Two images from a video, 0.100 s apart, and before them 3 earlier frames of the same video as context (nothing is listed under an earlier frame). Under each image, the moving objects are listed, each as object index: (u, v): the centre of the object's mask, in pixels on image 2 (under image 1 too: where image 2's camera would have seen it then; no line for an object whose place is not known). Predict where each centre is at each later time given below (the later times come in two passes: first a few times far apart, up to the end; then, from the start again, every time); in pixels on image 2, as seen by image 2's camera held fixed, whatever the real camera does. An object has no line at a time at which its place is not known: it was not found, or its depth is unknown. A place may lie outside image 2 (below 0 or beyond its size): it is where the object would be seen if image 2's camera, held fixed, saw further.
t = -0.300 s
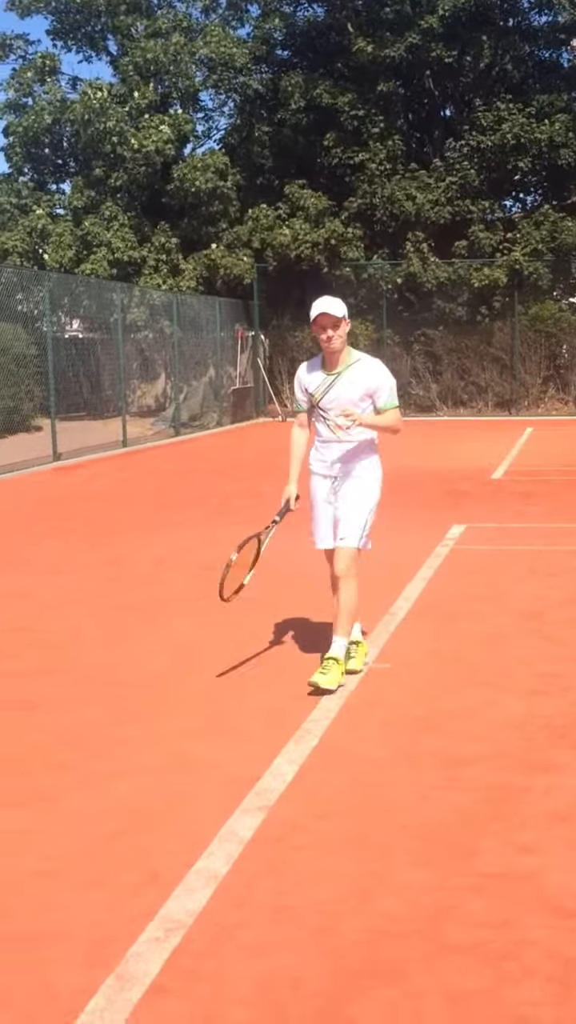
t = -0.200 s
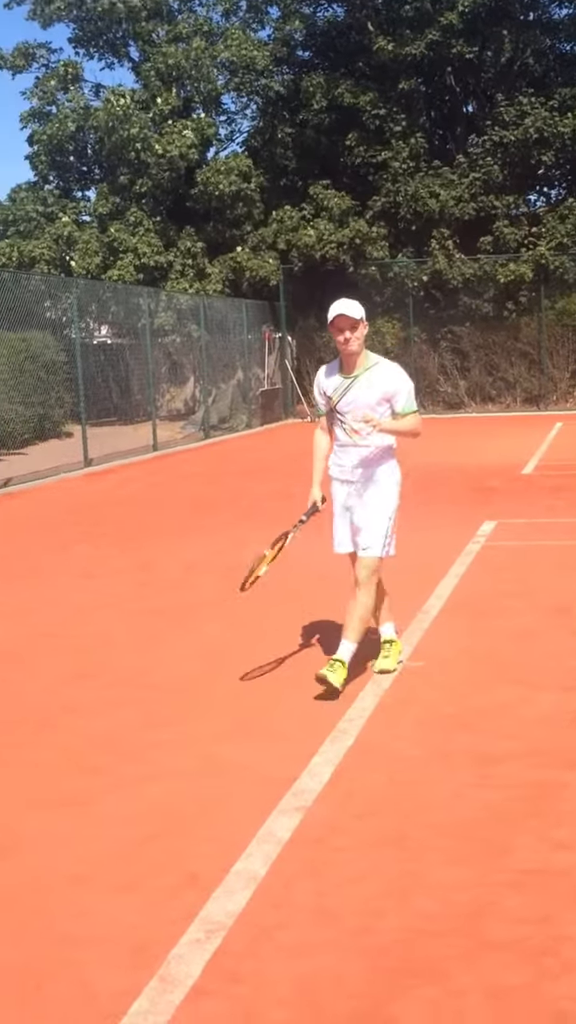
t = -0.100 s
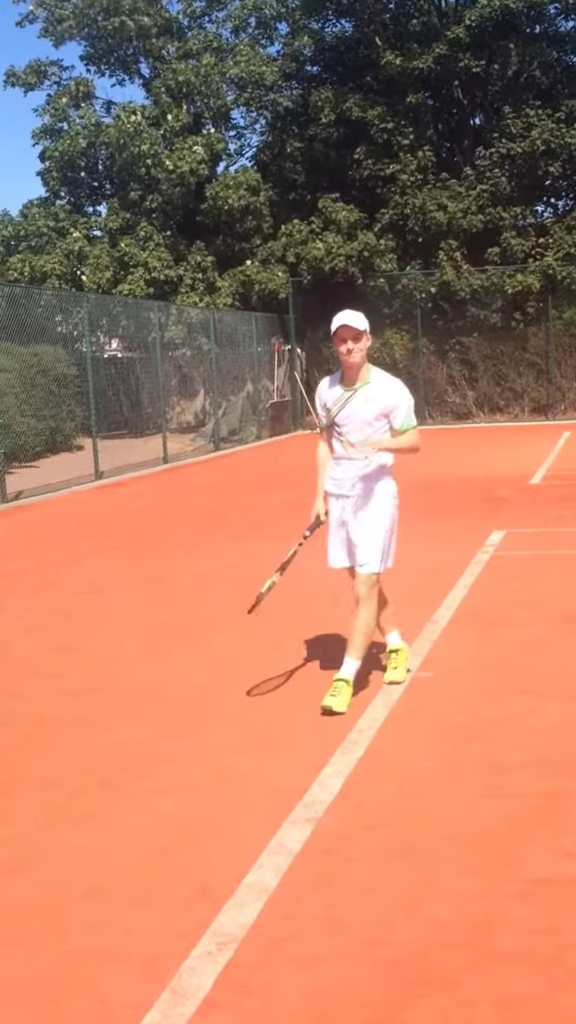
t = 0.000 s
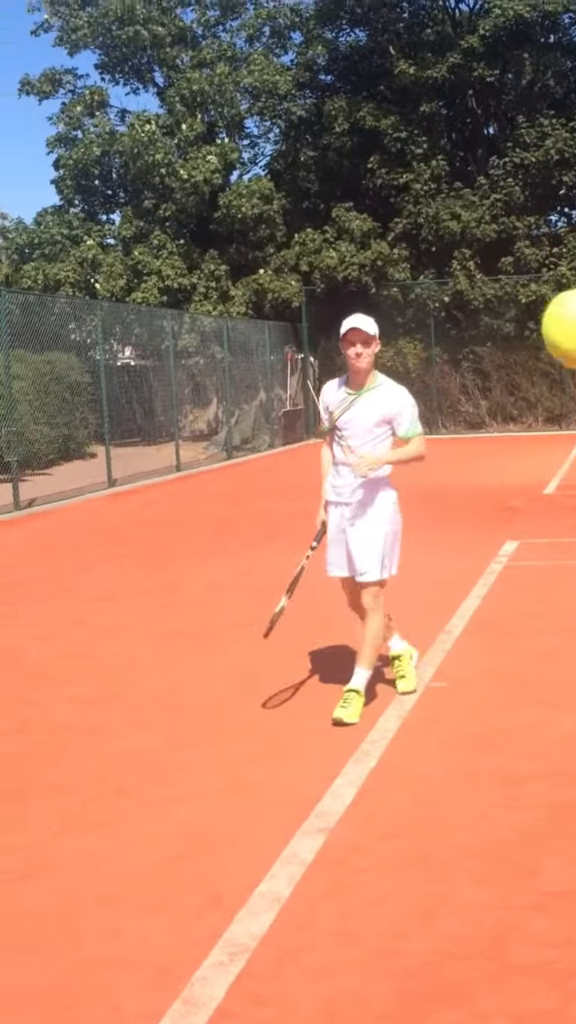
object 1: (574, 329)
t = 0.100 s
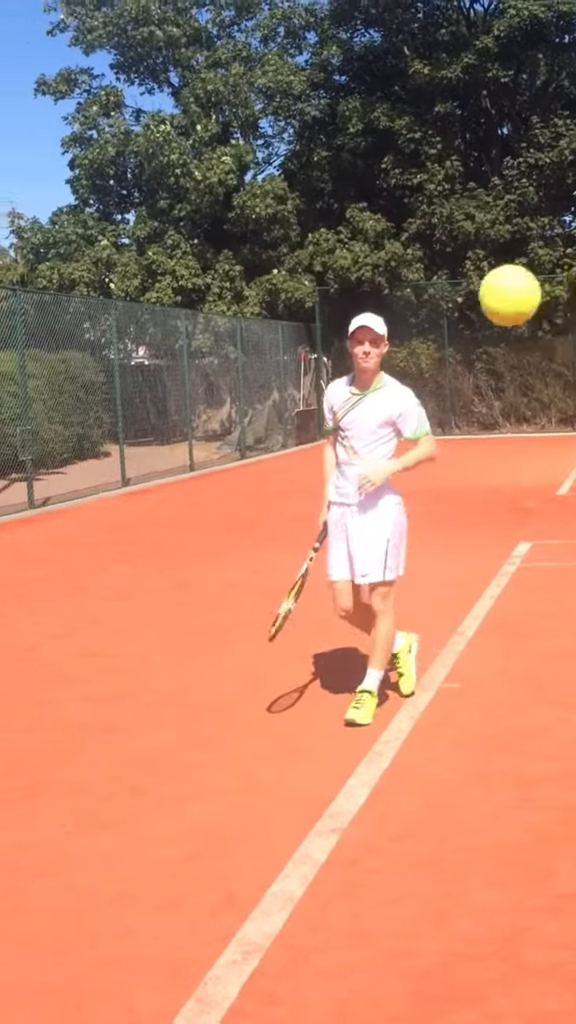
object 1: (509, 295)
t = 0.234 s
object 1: (450, 374)
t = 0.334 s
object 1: (421, 470)
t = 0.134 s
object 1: (491, 306)
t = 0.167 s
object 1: (475, 324)
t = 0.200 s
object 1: (461, 347)
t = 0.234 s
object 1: (450, 374)
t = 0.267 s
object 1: (440, 404)
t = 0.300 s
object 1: (429, 436)
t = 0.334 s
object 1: (421, 470)
